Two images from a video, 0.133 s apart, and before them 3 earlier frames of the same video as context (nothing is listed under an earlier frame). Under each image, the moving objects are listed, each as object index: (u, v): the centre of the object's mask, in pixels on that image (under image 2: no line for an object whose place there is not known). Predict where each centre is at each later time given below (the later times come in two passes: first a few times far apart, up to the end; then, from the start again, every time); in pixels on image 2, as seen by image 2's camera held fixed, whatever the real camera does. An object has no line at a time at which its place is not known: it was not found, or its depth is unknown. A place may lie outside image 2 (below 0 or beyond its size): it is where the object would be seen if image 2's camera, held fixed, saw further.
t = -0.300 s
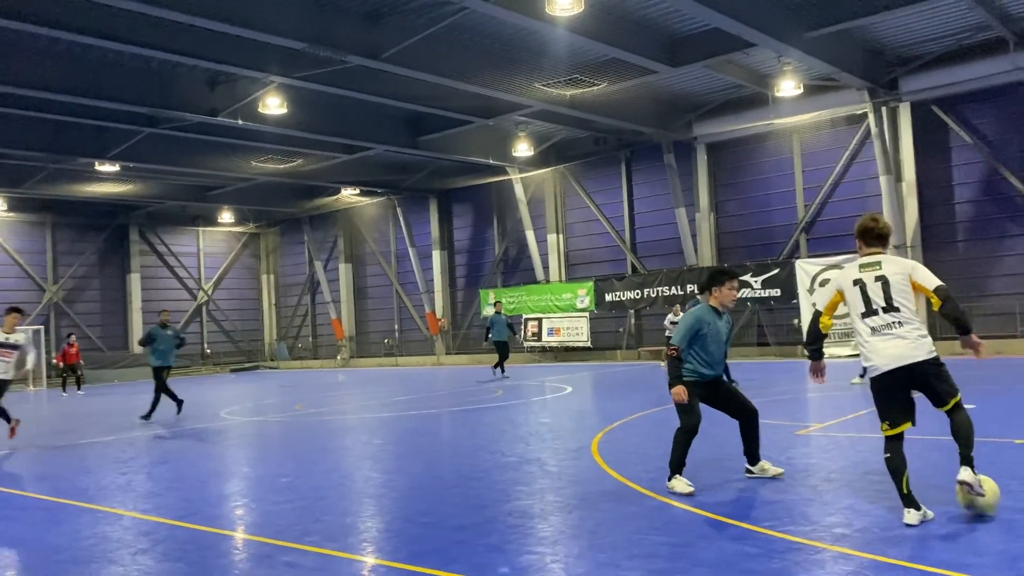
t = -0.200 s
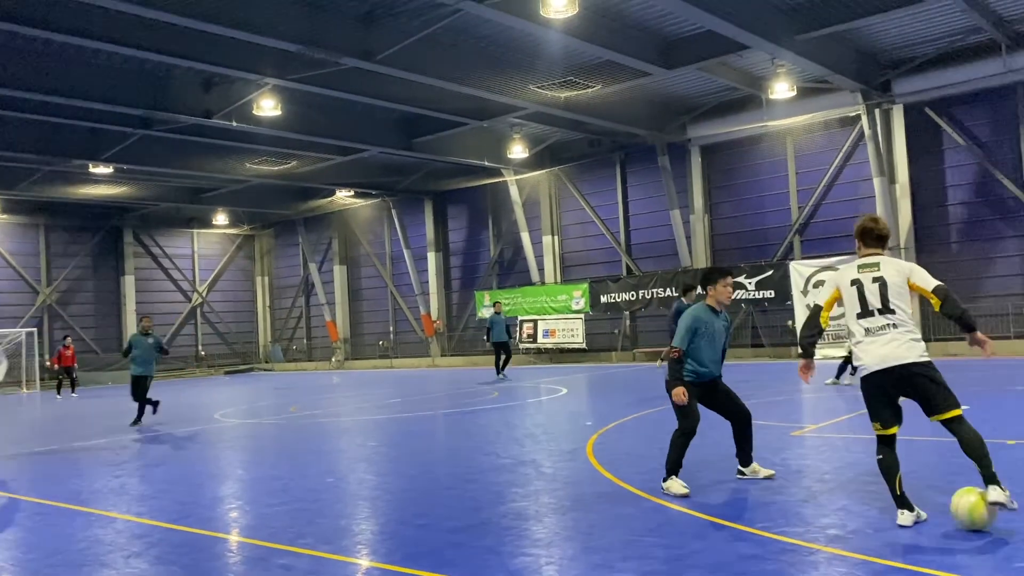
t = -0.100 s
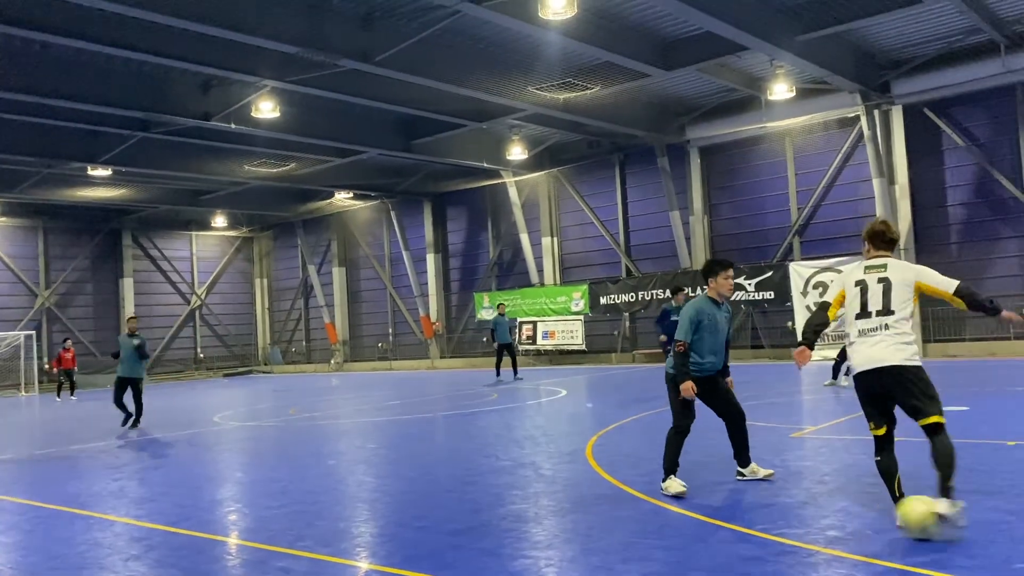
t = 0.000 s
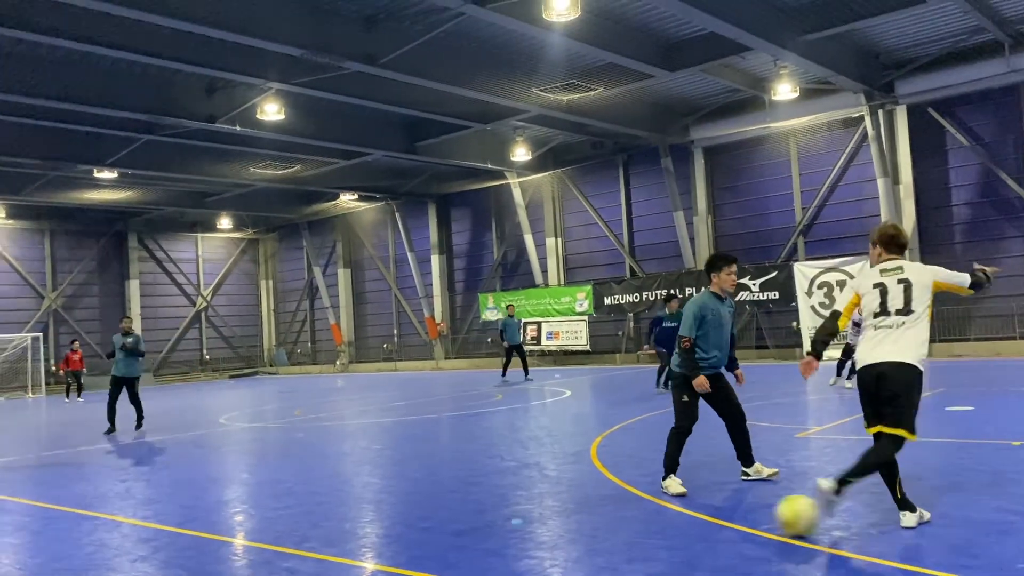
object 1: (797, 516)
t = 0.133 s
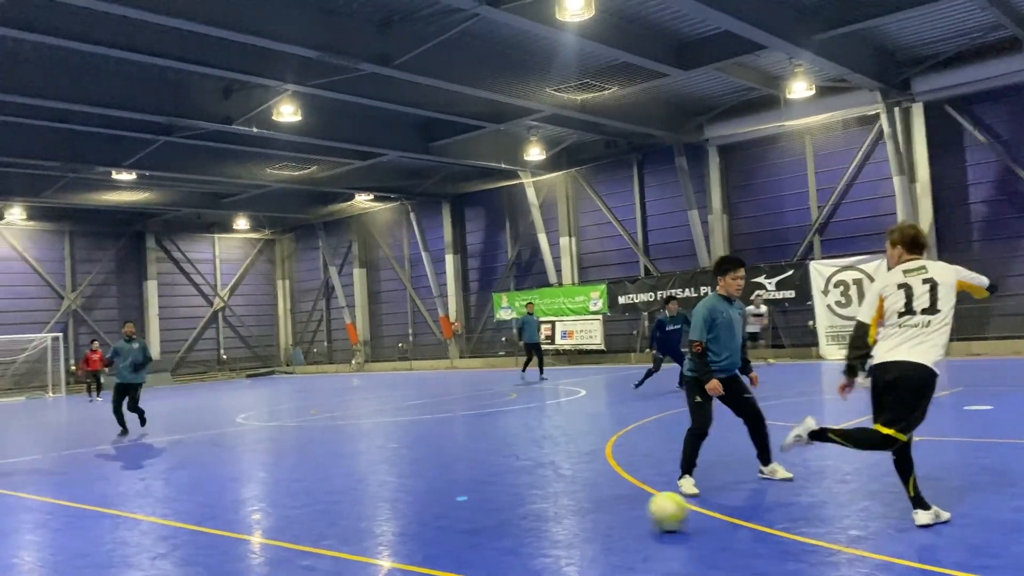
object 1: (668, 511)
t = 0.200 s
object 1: (605, 511)
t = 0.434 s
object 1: (433, 509)
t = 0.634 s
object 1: (311, 510)
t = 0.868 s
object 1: (183, 511)
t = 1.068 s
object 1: (82, 513)
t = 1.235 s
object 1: (5, 515)
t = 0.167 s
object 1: (635, 511)
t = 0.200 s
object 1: (605, 511)
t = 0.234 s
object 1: (577, 511)
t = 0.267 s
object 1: (549, 510)
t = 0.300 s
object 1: (524, 510)
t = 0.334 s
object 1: (499, 510)
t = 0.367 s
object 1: (476, 509)
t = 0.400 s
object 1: (455, 509)
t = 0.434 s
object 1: (433, 509)
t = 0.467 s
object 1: (411, 508)
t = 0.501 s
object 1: (391, 509)
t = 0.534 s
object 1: (371, 509)
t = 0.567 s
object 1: (351, 509)
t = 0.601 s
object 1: (330, 509)
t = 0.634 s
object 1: (311, 510)
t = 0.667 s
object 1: (292, 510)
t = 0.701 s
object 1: (273, 510)
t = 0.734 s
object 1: (254, 510)
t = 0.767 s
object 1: (235, 511)
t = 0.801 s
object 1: (218, 511)
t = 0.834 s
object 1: (200, 511)
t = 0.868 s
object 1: (183, 511)
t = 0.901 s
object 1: (165, 512)
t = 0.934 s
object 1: (148, 512)
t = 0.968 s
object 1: (131, 512)
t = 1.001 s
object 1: (115, 512)
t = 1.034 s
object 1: (99, 513)
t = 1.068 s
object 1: (82, 513)
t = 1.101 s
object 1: (66, 513)
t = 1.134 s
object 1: (51, 513)
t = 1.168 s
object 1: (35, 514)
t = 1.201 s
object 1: (20, 514)
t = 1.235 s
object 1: (5, 515)
